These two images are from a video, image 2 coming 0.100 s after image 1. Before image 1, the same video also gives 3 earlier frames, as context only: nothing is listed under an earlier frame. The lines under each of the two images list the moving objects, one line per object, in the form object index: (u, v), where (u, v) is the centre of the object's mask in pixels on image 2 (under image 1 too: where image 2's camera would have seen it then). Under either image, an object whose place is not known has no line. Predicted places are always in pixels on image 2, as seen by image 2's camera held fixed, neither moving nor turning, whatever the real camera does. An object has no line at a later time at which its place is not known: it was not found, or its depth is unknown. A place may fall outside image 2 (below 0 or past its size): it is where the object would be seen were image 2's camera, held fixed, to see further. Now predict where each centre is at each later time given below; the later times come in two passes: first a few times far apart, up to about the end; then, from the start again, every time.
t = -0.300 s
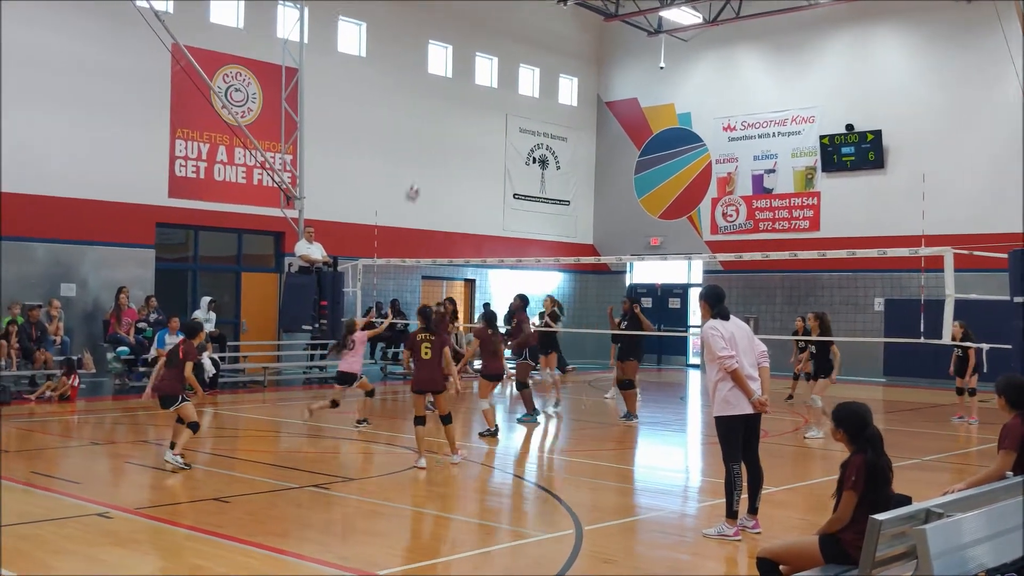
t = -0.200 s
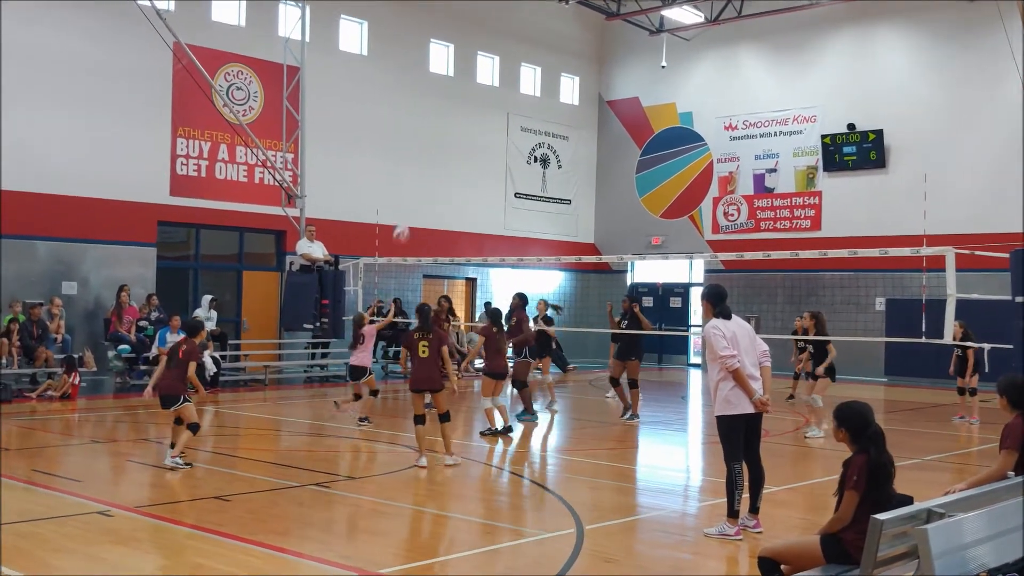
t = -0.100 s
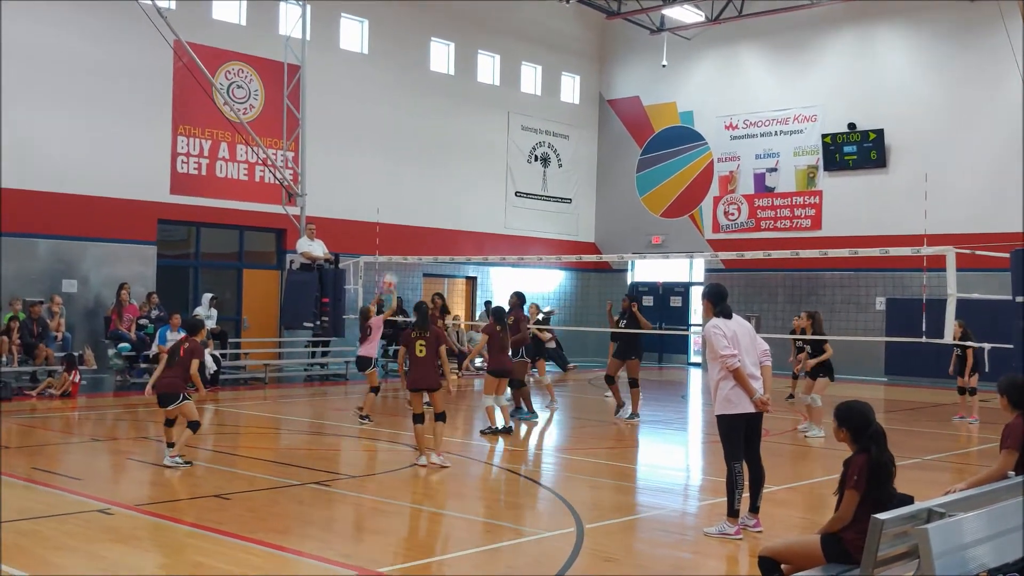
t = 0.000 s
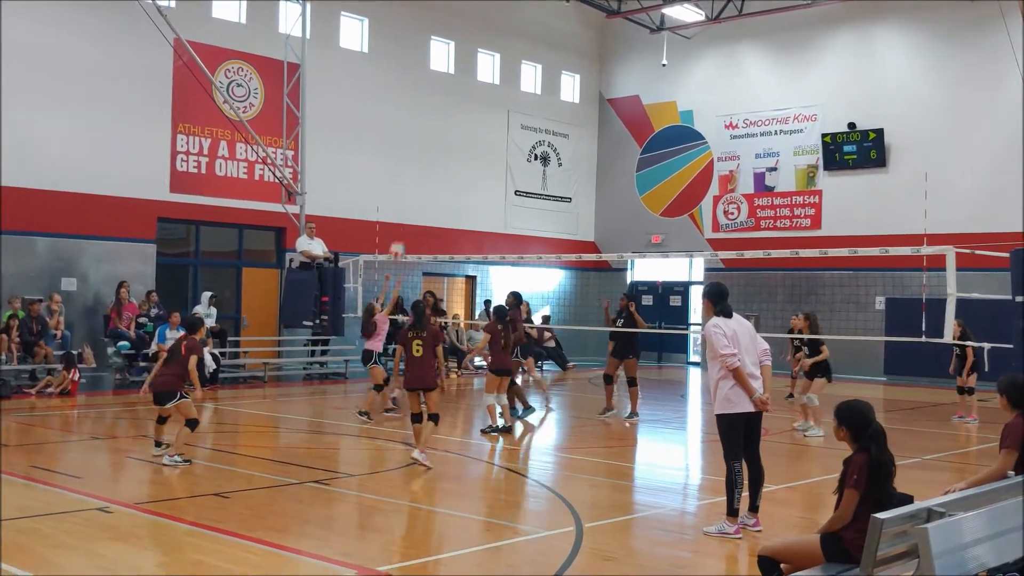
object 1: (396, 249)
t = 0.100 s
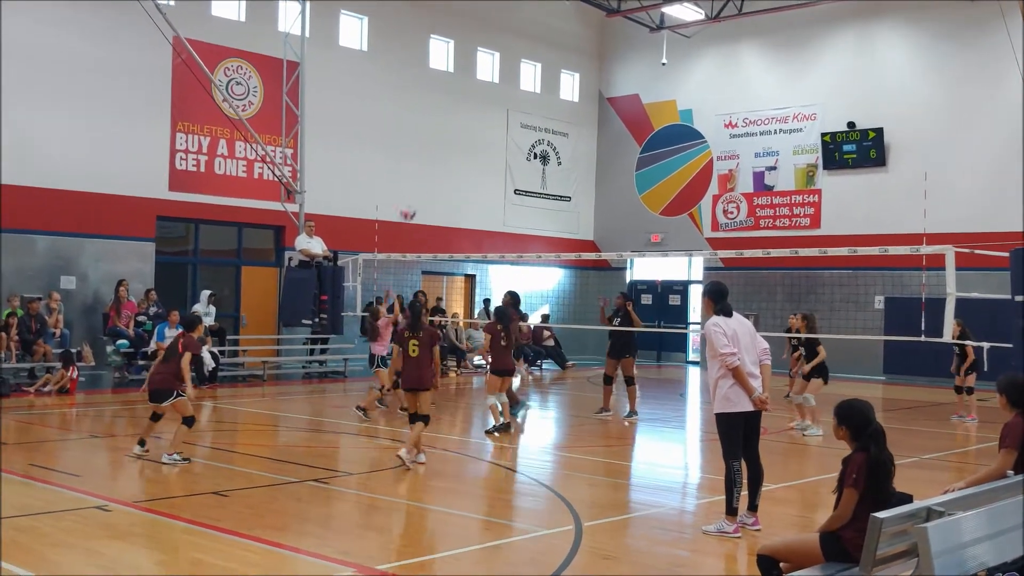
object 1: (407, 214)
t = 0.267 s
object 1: (428, 169)
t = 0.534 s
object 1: (457, 141)
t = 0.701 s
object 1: (474, 152)
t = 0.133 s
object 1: (412, 204)
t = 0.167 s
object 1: (416, 193)
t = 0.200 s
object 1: (420, 185)
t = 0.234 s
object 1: (424, 177)
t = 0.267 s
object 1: (428, 169)
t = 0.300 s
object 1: (431, 163)
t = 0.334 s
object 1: (436, 157)
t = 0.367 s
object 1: (440, 152)
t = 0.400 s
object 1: (443, 148)
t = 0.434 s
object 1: (447, 145)
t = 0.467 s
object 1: (451, 143)
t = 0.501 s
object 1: (454, 142)
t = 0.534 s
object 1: (457, 141)
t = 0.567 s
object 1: (461, 142)
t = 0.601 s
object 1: (465, 143)
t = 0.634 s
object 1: (468, 145)
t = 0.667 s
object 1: (471, 148)
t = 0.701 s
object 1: (474, 152)
